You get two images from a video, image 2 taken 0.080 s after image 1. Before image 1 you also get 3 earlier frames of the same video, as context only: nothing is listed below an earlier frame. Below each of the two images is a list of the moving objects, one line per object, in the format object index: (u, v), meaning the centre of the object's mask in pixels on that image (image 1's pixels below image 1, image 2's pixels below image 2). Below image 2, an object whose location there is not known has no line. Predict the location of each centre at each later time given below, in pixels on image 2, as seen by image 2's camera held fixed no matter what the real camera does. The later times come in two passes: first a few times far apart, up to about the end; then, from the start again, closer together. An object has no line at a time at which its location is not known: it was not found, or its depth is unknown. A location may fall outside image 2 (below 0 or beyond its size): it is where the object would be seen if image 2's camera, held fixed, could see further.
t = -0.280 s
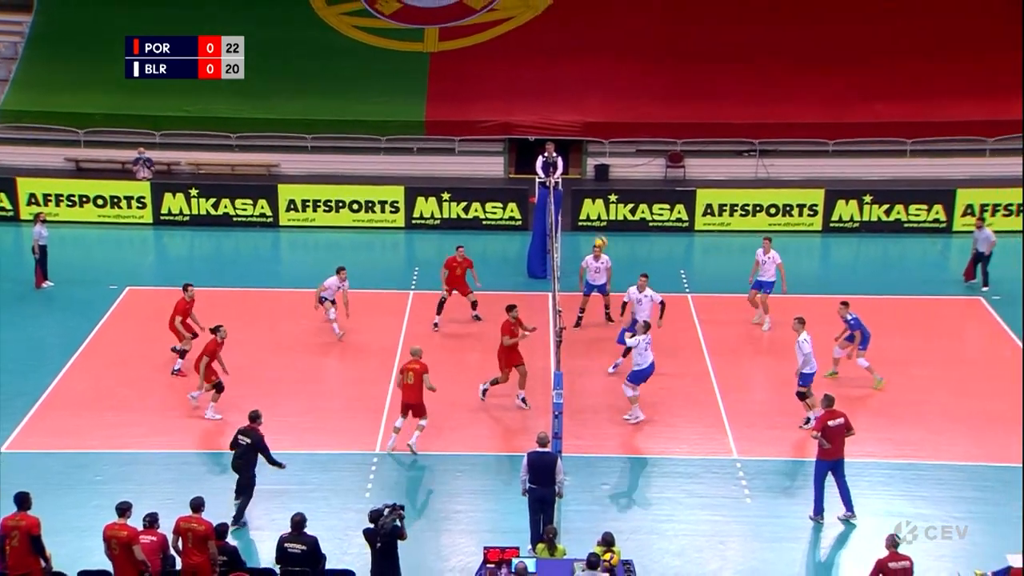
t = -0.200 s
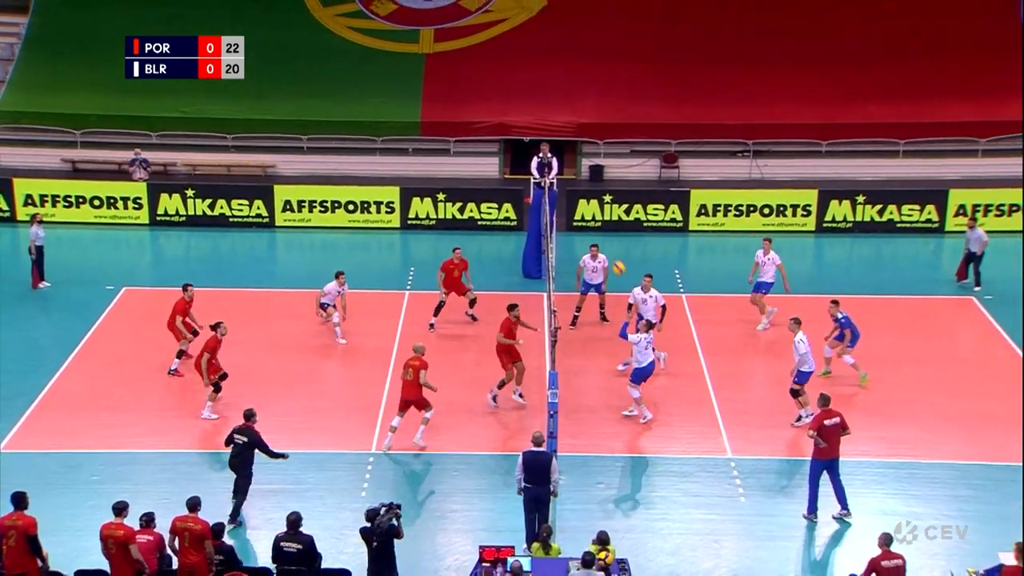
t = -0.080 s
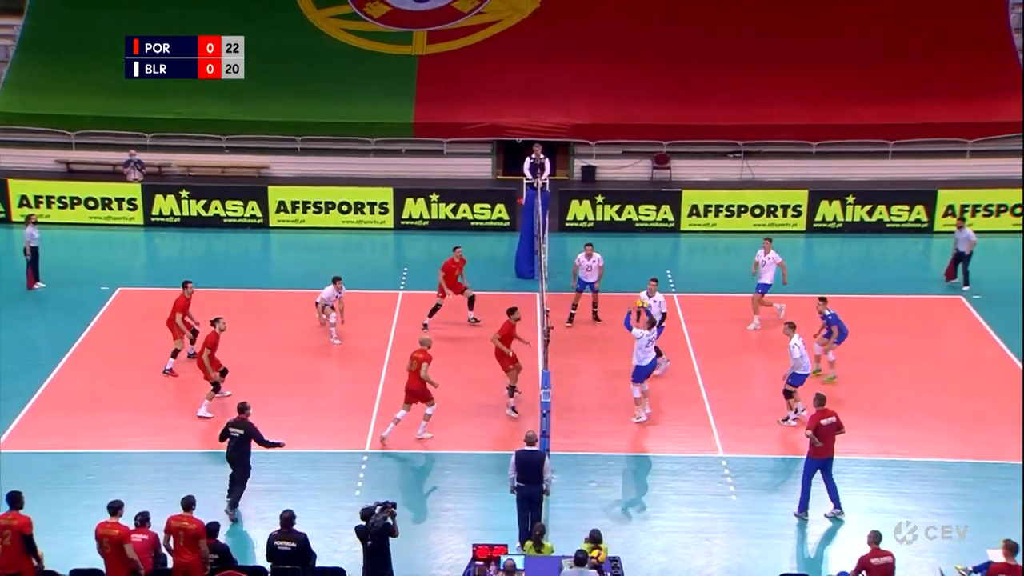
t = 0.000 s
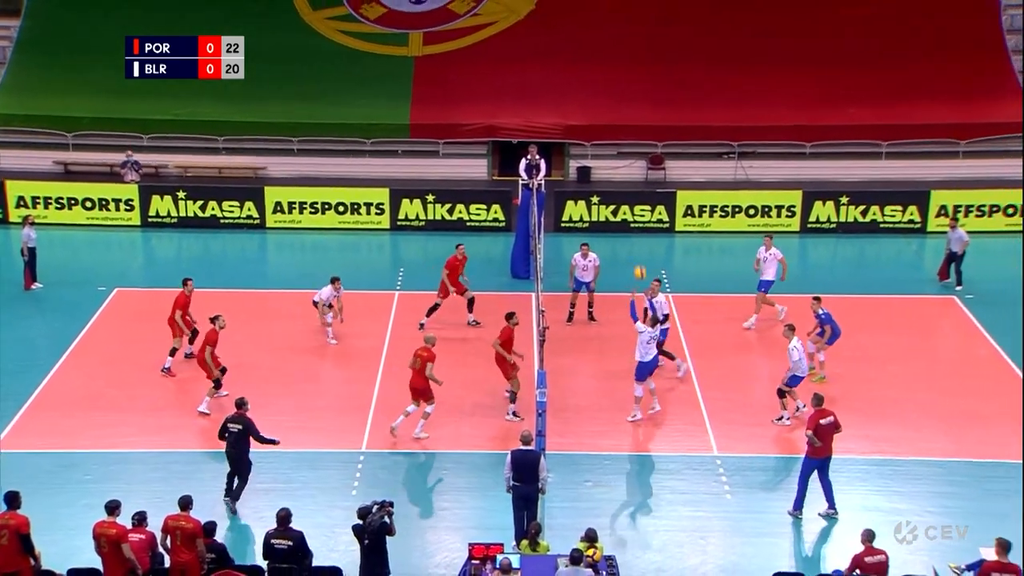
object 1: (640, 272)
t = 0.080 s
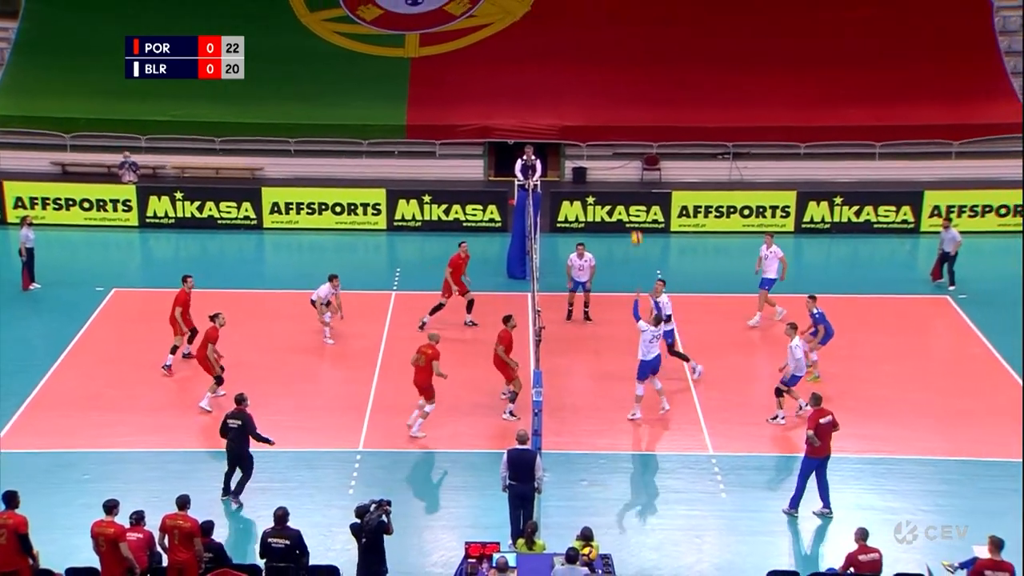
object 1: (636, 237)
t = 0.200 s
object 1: (637, 195)
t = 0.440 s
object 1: (639, 132)
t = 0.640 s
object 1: (641, 107)
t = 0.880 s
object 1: (642, 105)
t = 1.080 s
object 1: (642, 125)
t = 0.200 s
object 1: (637, 195)
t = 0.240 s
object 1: (637, 182)
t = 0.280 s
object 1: (638, 170)
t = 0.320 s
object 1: (638, 159)
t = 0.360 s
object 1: (638, 149)
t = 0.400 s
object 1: (638, 140)
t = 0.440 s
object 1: (639, 132)
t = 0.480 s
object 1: (639, 125)
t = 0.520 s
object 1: (640, 119)
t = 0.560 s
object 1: (640, 114)
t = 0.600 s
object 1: (640, 110)
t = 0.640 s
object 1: (641, 107)
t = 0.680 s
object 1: (641, 104)
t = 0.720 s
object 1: (641, 103)
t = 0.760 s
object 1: (641, 102)
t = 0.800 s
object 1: (641, 102)
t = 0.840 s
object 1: (642, 103)
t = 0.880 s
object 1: (642, 105)
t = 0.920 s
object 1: (642, 108)
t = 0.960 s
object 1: (642, 111)
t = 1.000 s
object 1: (642, 115)
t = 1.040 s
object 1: (642, 120)
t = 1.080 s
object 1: (642, 125)
